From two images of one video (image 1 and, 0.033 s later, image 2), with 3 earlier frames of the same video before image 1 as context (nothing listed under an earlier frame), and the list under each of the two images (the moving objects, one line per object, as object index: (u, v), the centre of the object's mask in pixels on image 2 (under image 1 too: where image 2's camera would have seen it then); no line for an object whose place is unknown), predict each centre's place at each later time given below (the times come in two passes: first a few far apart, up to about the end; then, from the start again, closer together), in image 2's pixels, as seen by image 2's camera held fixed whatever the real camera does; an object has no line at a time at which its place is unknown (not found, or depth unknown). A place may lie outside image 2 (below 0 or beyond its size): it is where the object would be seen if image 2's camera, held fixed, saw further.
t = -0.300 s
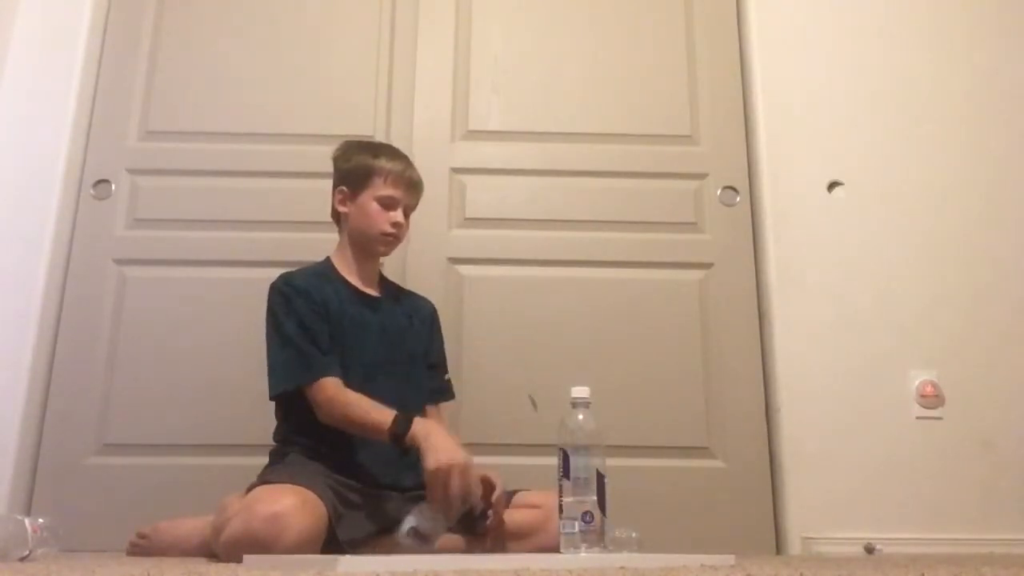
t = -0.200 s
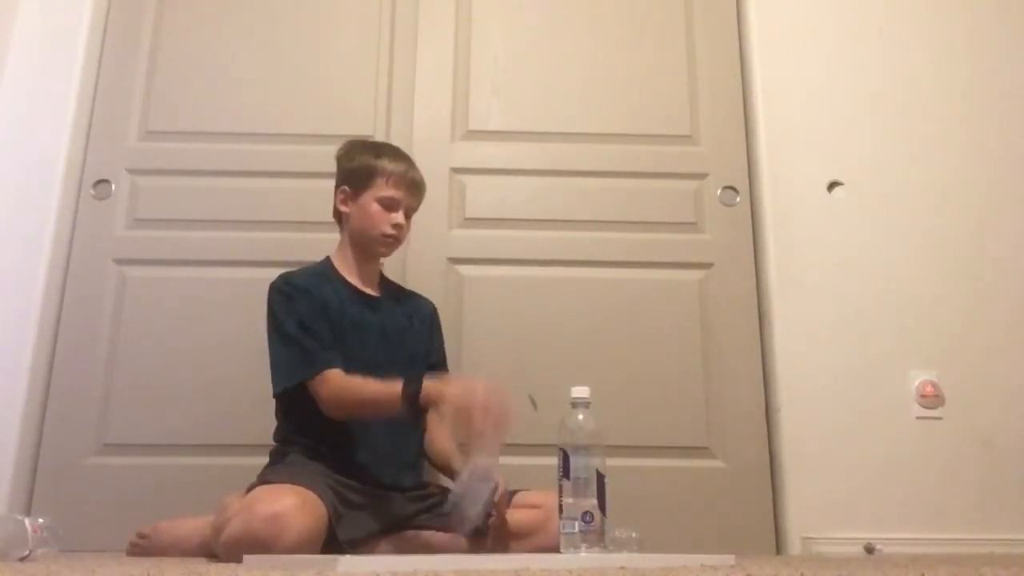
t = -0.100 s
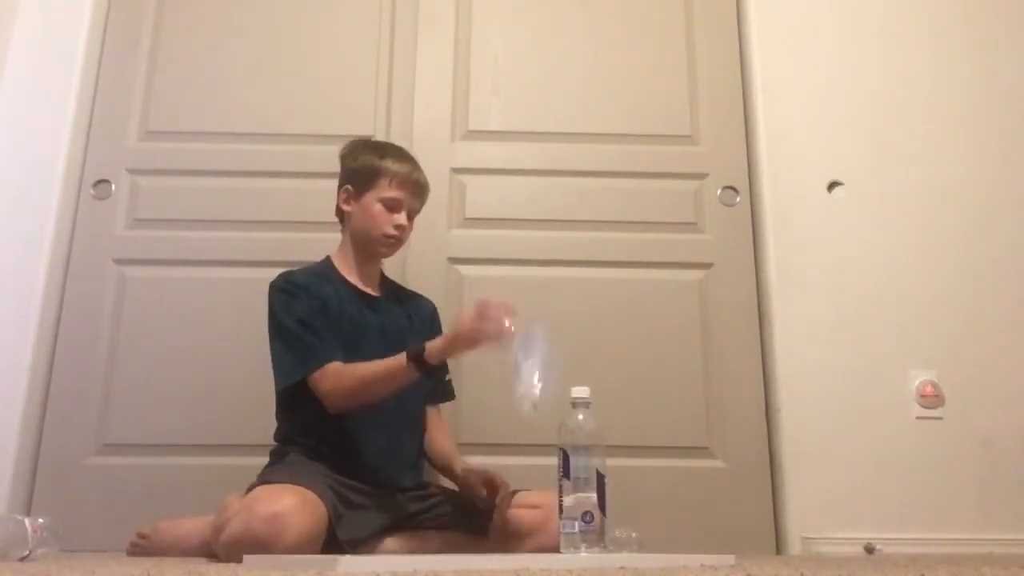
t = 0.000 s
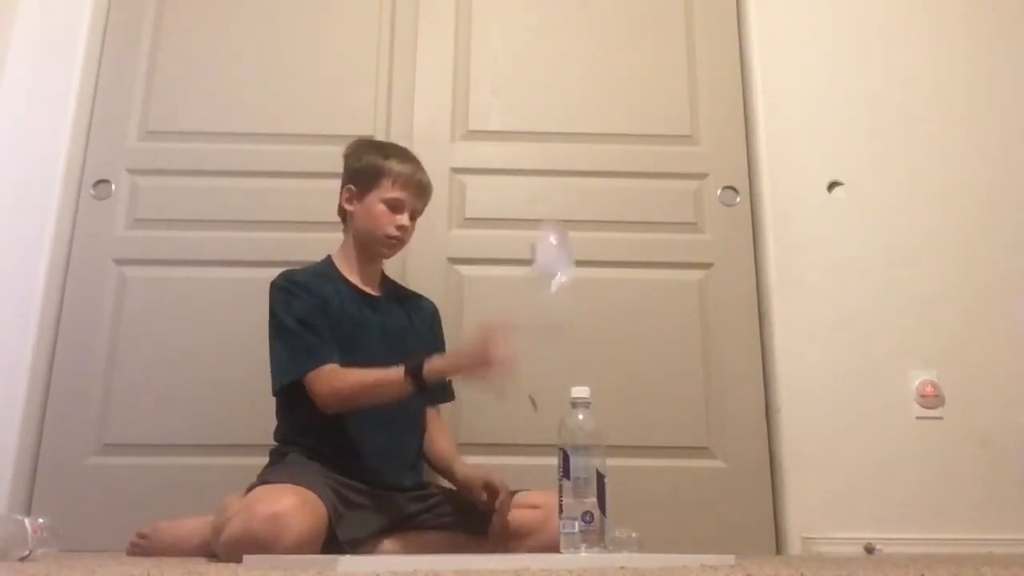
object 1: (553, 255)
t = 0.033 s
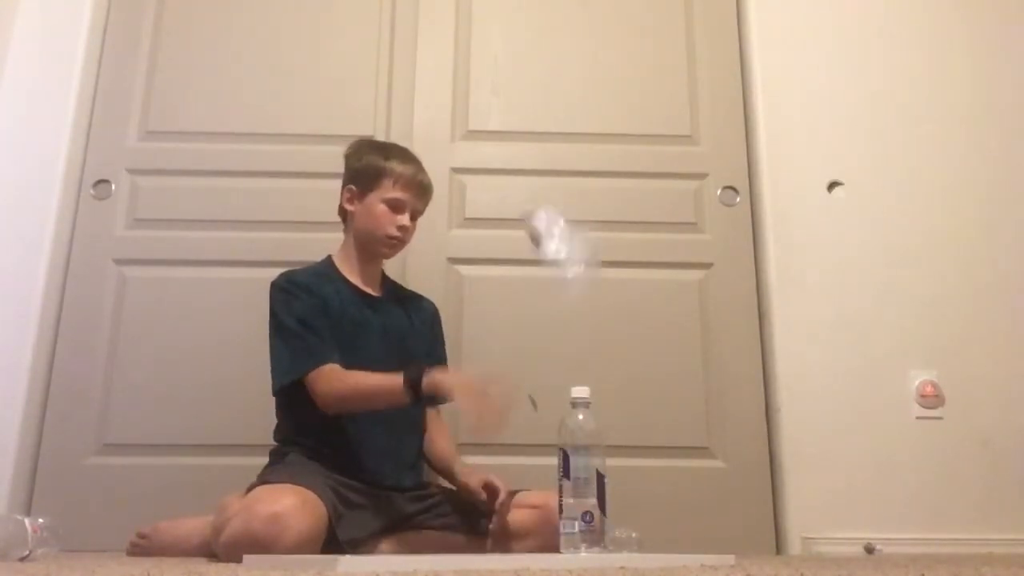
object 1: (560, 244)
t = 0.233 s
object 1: (574, 237)
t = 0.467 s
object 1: (578, 319)
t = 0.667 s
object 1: (578, 320)
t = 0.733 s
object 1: (578, 320)
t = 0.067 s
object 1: (566, 216)
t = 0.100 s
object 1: (566, 206)
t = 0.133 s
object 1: (569, 204)
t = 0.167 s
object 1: (569, 210)
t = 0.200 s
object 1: (568, 225)
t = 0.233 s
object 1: (574, 237)
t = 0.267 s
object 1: (578, 256)
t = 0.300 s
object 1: (580, 285)
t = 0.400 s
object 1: (580, 318)
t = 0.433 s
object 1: (578, 318)
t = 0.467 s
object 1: (578, 319)
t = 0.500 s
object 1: (578, 320)
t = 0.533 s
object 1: (578, 320)
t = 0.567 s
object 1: (578, 320)
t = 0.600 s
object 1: (578, 320)
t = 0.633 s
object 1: (578, 320)
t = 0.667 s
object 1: (578, 320)
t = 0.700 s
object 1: (578, 320)
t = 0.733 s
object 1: (578, 320)
